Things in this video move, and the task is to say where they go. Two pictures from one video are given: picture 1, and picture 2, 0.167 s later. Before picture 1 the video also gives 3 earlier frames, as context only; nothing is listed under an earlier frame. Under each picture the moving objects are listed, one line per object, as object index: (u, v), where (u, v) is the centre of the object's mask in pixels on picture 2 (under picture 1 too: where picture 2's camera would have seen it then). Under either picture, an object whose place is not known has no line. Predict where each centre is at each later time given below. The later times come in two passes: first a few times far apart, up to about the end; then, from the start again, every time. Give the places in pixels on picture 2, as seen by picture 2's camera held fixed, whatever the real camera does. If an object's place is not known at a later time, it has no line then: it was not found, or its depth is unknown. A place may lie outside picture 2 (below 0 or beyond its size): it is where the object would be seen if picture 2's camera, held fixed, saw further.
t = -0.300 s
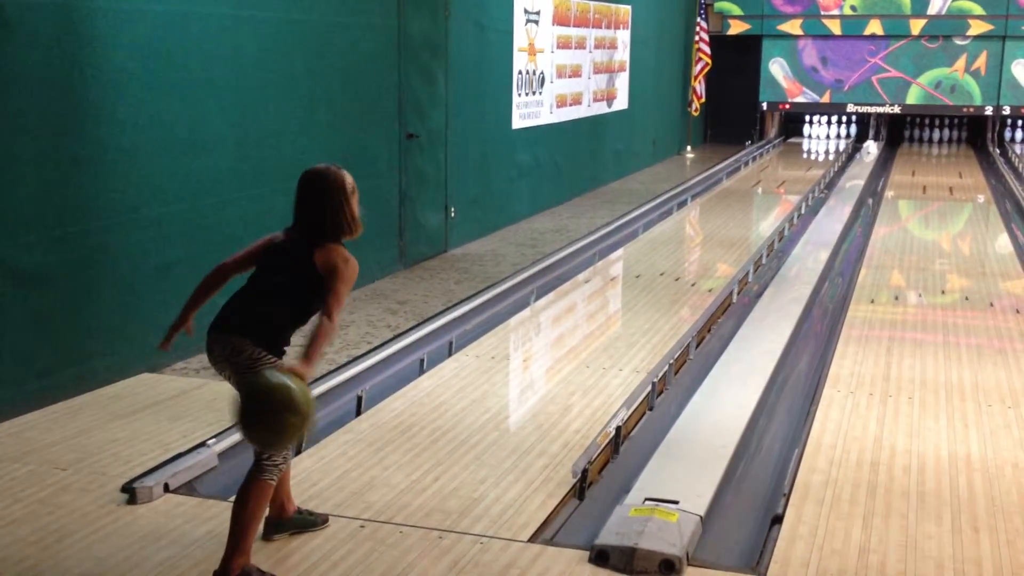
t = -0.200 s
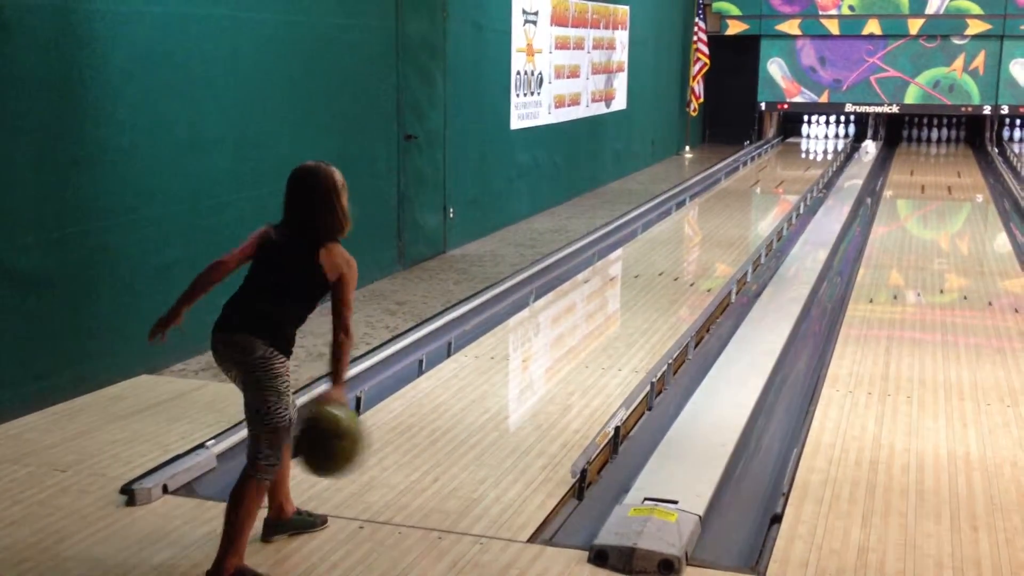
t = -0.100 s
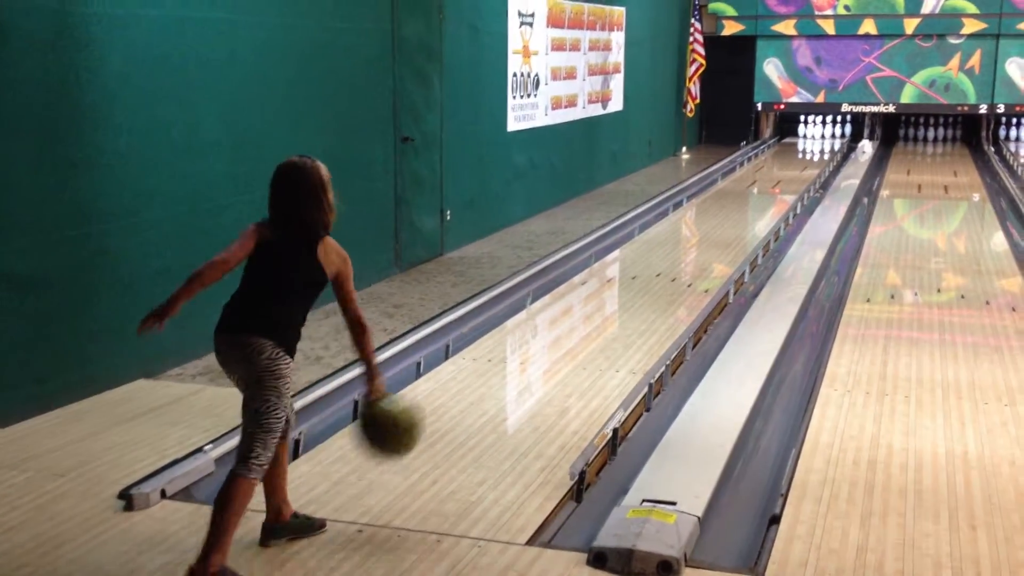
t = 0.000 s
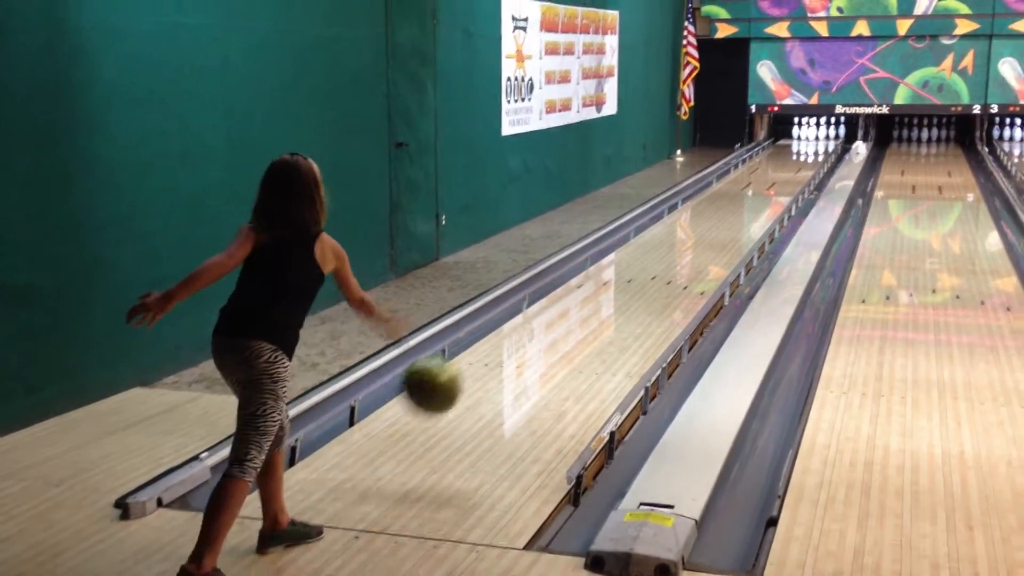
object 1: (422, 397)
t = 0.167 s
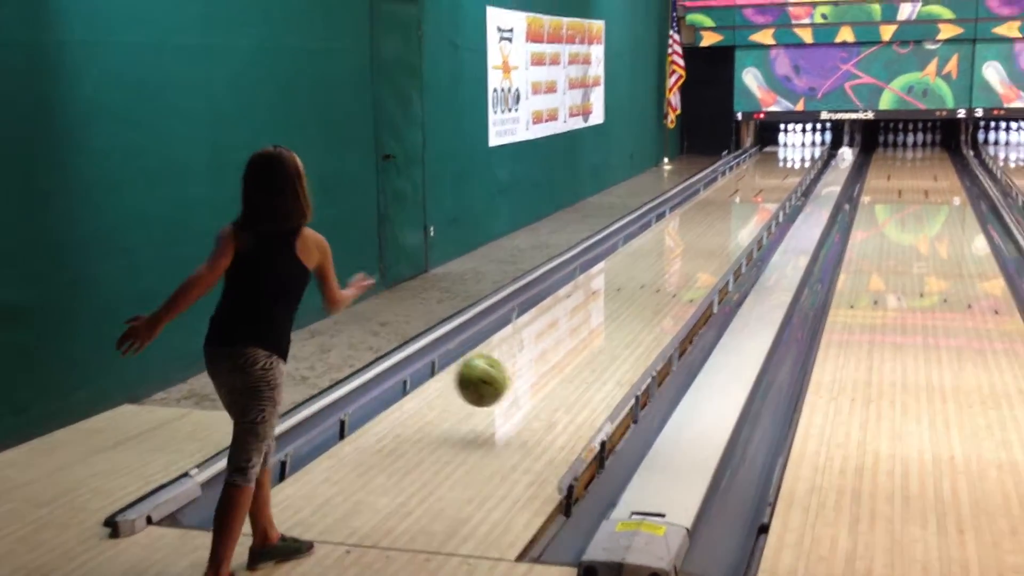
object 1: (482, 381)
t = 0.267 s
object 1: (511, 387)
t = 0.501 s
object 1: (564, 341)
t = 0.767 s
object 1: (607, 301)
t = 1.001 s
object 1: (635, 275)
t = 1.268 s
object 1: (661, 252)
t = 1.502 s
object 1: (679, 236)
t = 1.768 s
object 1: (696, 220)
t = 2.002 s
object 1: (709, 209)
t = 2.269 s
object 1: (720, 198)
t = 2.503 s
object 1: (731, 188)
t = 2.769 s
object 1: (741, 180)
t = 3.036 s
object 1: (749, 173)
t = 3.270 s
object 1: (755, 167)
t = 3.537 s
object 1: (760, 162)
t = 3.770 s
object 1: (765, 158)
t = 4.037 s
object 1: (769, 154)
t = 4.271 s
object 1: (770, 152)
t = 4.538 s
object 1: (773, 149)
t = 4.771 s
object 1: (775, 146)
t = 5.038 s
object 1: (777, 144)
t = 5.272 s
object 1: (779, 142)
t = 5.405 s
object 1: (776, 141)
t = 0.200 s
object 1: (492, 385)
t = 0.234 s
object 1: (502, 392)
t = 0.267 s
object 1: (511, 387)
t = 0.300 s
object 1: (520, 375)
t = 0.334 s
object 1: (528, 365)
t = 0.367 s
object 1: (536, 359)
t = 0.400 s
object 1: (543, 355)
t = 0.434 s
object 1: (550, 353)
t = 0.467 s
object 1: (557, 347)
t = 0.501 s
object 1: (564, 341)
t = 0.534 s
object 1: (569, 336)
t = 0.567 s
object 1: (575, 331)
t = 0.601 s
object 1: (581, 325)
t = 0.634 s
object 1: (586, 321)
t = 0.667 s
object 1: (591, 316)
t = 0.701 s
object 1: (597, 310)
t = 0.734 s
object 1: (602, 306)
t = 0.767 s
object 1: (607, 301)
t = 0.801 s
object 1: (611, 298)
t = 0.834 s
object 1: (615, 294)
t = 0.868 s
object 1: (619, 290)
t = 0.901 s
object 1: (623, 286)
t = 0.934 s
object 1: (627, 282)
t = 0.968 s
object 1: (631, 279)
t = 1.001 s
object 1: (635, 275)
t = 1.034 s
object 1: (638, 272)
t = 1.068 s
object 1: (642, 269)
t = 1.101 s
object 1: (645, 266)
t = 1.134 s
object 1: (649, 263)
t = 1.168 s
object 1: (652, 260)
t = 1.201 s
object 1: (655, 258)
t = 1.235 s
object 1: (658, 255)
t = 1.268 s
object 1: (661, 252)
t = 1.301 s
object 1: (664, 250)
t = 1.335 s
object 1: (666, 247)
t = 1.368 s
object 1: (669, 244)
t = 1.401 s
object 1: (672, 242)
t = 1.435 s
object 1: (674, 240)
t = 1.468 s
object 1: (677, 238)
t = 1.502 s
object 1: (679, 236)
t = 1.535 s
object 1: (681, 234)
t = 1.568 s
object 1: (683, 232)
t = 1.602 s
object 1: (686, 229)
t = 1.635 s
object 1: (688, 227)
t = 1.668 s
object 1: (690, 226)
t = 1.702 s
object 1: (692, 224)
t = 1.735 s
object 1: (694, 222)
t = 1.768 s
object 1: (696, 220)
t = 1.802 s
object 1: (698, 218)
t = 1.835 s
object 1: (700, 216)
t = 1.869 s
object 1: (702, 214)
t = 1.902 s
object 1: (704, 213)
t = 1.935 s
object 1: (706, 211)
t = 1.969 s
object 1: (707, 210)
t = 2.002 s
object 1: (709, 209)
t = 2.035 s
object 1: (711, 207)
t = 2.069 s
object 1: (713, 205)
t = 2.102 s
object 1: (715, 204)
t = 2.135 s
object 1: (716, 203)
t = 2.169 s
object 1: (716, 202)
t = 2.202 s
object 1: (718, 201)
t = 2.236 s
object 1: (719, 199)
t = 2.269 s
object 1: (720, 198)
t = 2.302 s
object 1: (722, 196)
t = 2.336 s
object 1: (724, 194)
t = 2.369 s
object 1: (726, 193)
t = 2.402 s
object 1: (727, 192)
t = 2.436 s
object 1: (728, 191)
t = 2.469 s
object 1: (729, 190)
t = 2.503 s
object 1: (731, 188)
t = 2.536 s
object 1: (732, 188)
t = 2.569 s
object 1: (734, 186)
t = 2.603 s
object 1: (734, 185)
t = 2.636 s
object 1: (736, 184)
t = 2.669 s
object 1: (737, 183)
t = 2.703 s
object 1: (738, 182)
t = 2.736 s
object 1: (740, 181)
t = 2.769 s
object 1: (741, 180)
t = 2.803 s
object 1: (741, 179)
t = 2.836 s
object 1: (743, 178)
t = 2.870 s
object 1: (743, 177)
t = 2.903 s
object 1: (744, 176)
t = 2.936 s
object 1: (745, 175)
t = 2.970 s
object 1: (746, 175)
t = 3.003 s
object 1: (747, 174)
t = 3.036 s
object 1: (749, 173)
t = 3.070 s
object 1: (750, 172)
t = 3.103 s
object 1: (750, 171)
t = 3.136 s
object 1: (751, 170)
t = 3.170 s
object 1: (752, 169)
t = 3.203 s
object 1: (753, 168)
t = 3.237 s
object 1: (754, 168)
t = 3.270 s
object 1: (755, 167)
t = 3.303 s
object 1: (755, 166)
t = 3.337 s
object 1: (756, 165)
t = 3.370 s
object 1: (757, 165)
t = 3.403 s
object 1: (758, 164)
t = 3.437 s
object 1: (759, 164)
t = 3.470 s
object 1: (759, 163)
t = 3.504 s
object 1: (759, 162)
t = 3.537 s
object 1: (760, 162)
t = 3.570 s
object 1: (761, 161)
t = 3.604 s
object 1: (762, 161)
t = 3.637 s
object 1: (762, 160)
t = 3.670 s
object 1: (763, 160)
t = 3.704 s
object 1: (763, 160)
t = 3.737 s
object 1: (765, 159)
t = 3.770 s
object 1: (765, 158)
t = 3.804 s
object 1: (766, 158)
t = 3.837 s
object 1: (766, 158)
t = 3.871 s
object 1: (767, 157)
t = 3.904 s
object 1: (768, 155)
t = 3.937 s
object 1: (768, 155)
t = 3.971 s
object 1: (769, 155)
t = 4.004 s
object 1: (769, 155)
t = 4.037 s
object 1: (769, 154)
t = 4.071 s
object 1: (769, 154)
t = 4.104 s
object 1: (770, 154)
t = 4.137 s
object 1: (770, 153)
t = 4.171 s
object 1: (769, 153)
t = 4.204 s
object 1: (770, 153)
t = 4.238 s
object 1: (770, 152)
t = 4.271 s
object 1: (770, 152)
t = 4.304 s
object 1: (771, 152)
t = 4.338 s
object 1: (771, 151)
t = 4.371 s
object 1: (772, 150)
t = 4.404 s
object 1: (771, 150)
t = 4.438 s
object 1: (771, 150)
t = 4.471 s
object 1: (772, 149)
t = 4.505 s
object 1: (772, 149)
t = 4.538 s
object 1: (773, 149)
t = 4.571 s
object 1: (773, 149)
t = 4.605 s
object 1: (773, 148)
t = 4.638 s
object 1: (774, 148)
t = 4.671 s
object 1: (774, 148)
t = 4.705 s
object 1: (775, 147)
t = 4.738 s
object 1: (775, 147)
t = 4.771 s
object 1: (775, 146)
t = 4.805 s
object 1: (776, 146)
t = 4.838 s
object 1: (776, 146)
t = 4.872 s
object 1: (776, 146)
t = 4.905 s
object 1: (776, 145)
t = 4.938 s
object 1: (776, 145)
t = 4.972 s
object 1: (777, 144)
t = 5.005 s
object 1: (777, 144)
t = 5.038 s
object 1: (777, 144)
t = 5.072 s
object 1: (777, 144)
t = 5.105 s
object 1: (777, 143)
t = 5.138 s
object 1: (778, 143)
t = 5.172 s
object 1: (778, 142)
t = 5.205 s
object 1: (778, 142)
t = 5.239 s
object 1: (778, 142)
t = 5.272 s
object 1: (779, 142)
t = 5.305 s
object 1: (779, 142)
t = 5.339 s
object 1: (779, 141)
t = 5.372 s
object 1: (778, 141)
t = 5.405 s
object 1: (776, 141)
